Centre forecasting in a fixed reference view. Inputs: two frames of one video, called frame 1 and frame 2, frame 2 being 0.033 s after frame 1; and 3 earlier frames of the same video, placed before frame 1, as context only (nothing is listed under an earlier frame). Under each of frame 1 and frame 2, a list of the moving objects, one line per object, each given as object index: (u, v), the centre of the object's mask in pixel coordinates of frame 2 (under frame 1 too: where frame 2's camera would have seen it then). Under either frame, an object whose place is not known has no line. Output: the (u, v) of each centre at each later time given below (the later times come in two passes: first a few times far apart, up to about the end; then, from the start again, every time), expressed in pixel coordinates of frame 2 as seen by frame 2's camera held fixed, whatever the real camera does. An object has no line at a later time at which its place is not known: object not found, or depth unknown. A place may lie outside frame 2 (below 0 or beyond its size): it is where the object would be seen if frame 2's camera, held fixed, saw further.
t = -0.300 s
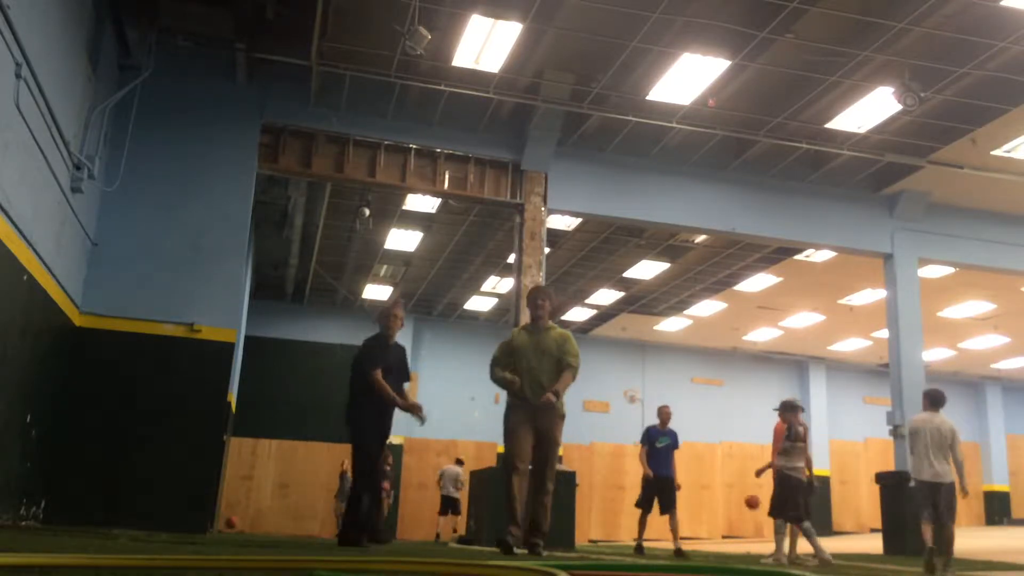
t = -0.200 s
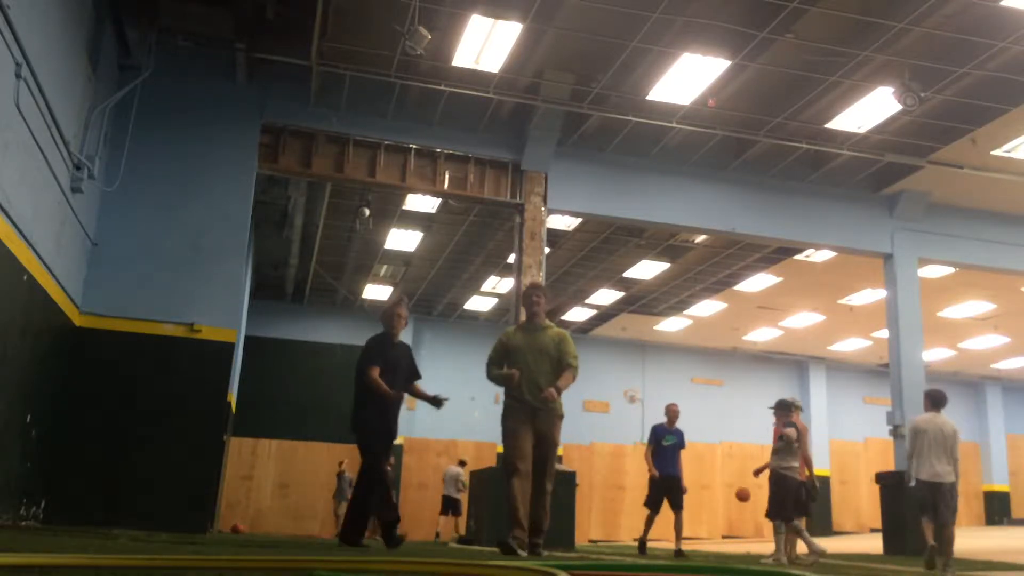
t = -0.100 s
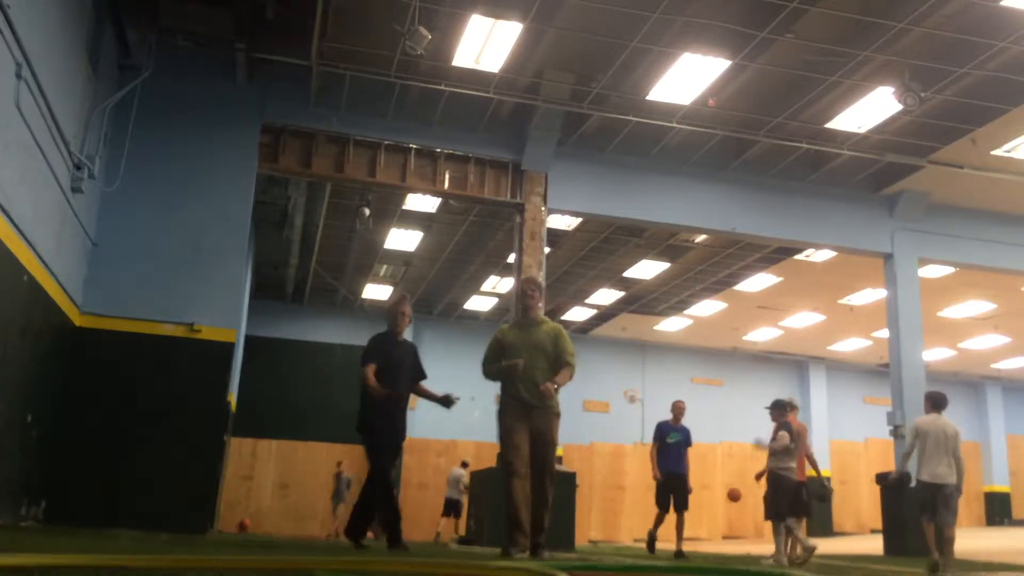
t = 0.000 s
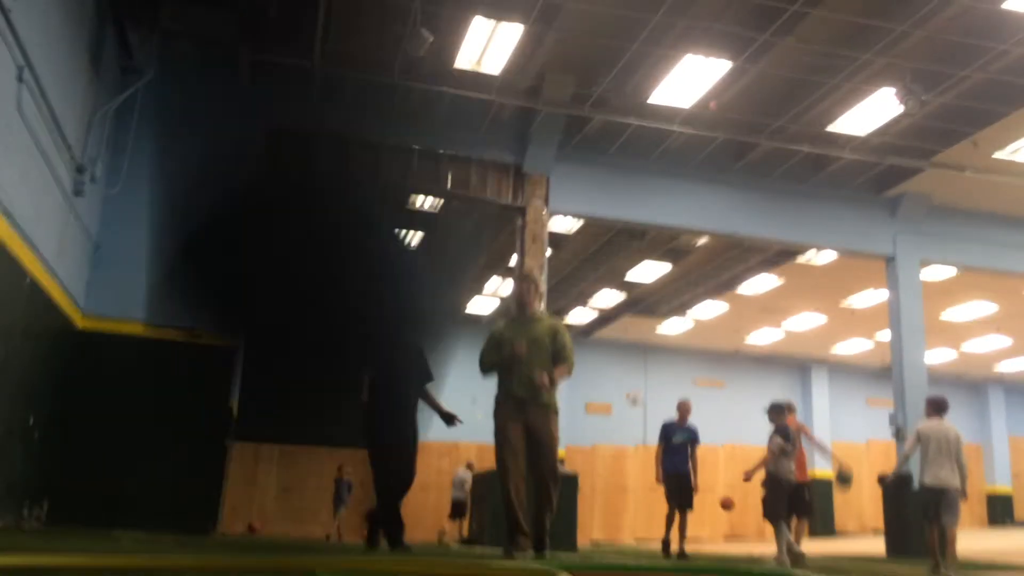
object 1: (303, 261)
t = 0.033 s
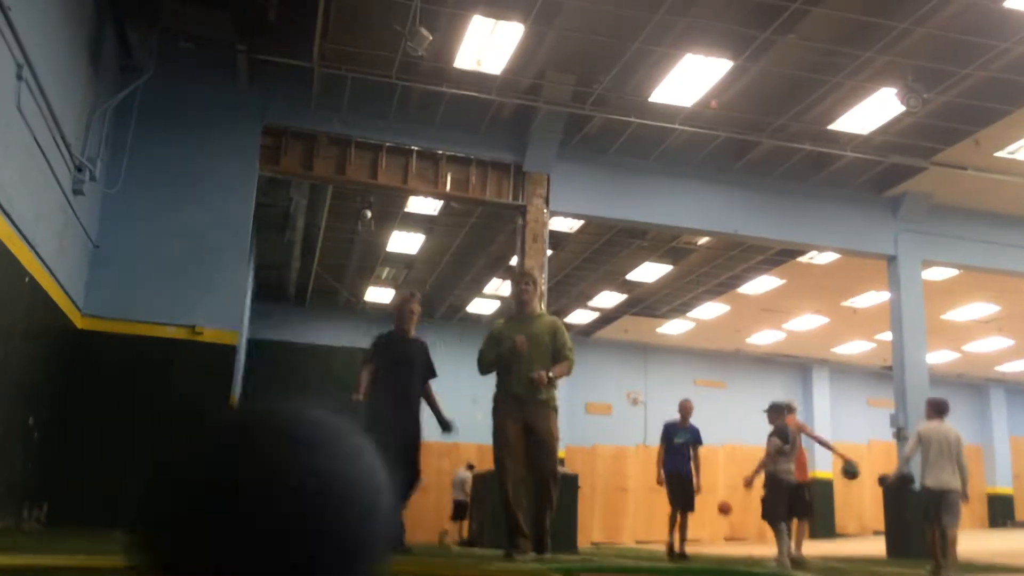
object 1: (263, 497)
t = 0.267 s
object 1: (258, 285)
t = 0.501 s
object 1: (238, 385)
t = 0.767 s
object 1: (219, 486)
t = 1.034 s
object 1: (221, 446)
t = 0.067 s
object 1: (274, 436)
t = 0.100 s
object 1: (267, 365)
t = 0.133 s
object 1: (262, 330)
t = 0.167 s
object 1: (264, 300)
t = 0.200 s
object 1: (262, 287)
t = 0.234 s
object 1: (261, 282)
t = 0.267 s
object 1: (258, 285)
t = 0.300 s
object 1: (255, 290)
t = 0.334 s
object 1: (253, 298)
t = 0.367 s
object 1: (249, 309)
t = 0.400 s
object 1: (247, 326)
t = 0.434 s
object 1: (242, 345)
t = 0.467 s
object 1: (242, 365)
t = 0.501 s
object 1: (238, 385)
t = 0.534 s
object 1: (235, 407)
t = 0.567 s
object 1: (229, 433)
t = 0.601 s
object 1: (225, 457)
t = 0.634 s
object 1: (217, 486)
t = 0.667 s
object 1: (215, 514)
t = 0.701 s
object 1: (214, 524)
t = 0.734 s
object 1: (217, 504)
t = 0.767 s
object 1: (219, 486)
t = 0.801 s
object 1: (222, 468)
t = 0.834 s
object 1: (220, 458)
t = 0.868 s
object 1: (222, 450)
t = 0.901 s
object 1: (223, 445)
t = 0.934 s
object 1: (224, 442)
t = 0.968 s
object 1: (223, 441)
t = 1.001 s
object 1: (223, 442)
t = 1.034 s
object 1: (221, 446)
